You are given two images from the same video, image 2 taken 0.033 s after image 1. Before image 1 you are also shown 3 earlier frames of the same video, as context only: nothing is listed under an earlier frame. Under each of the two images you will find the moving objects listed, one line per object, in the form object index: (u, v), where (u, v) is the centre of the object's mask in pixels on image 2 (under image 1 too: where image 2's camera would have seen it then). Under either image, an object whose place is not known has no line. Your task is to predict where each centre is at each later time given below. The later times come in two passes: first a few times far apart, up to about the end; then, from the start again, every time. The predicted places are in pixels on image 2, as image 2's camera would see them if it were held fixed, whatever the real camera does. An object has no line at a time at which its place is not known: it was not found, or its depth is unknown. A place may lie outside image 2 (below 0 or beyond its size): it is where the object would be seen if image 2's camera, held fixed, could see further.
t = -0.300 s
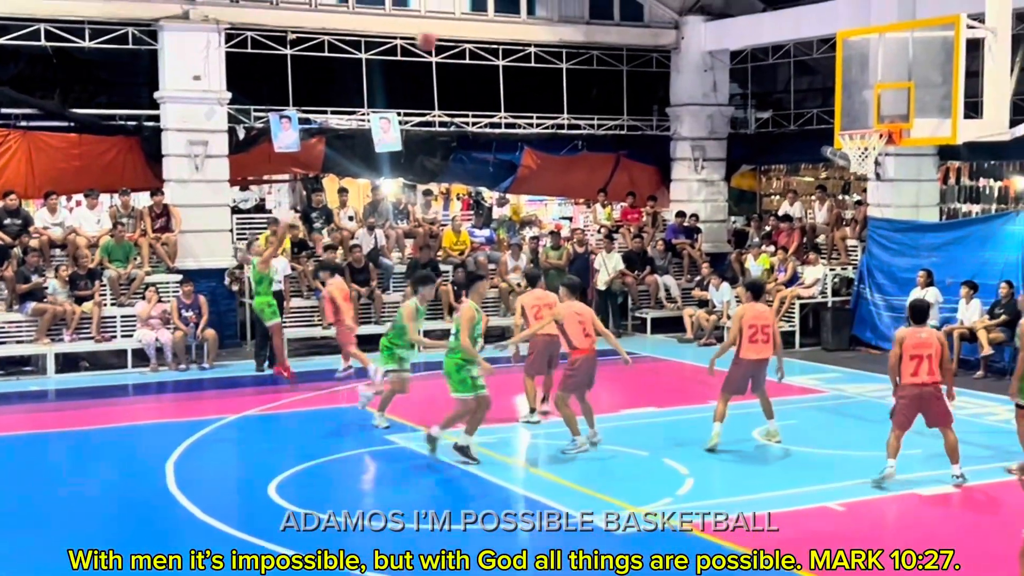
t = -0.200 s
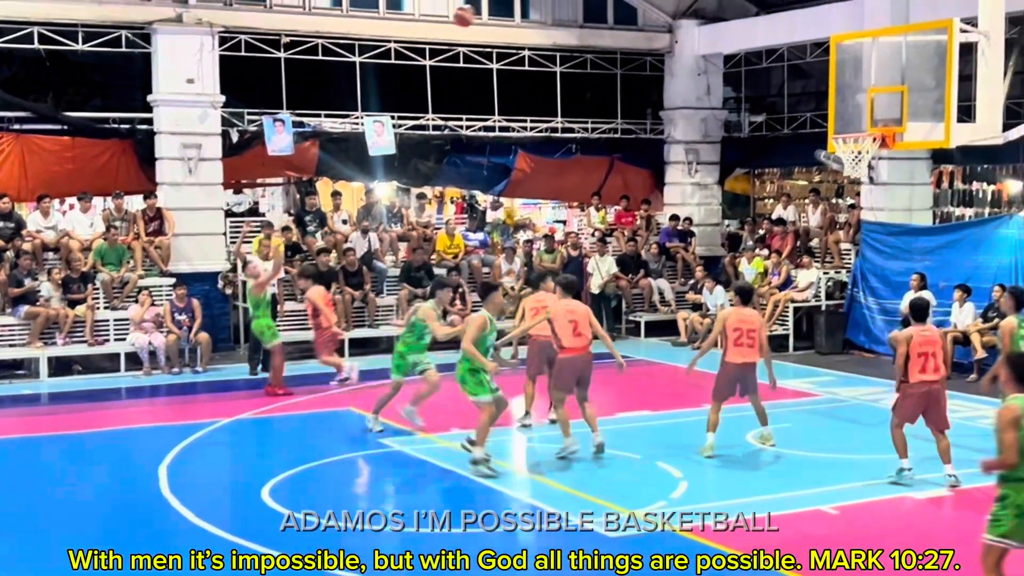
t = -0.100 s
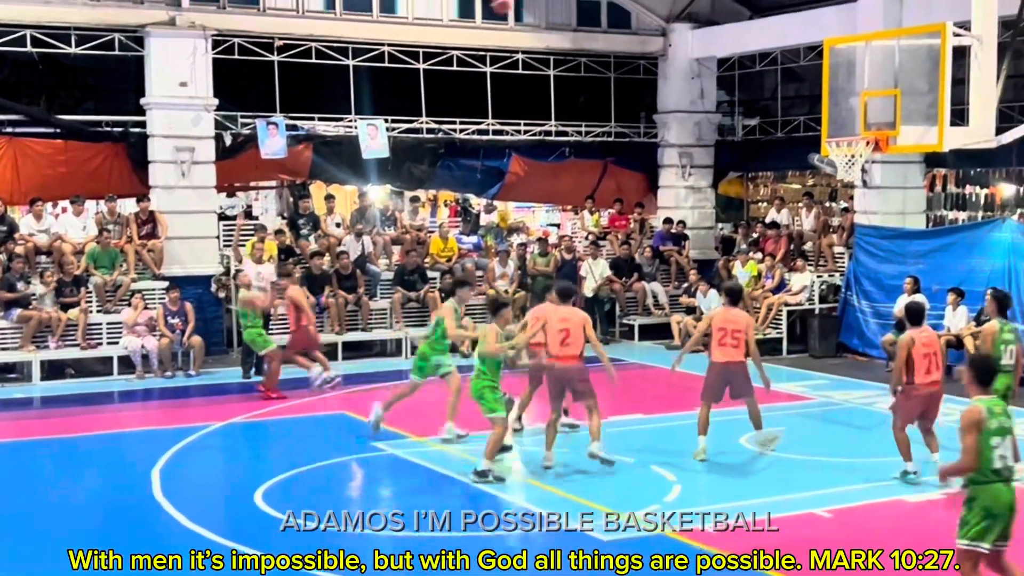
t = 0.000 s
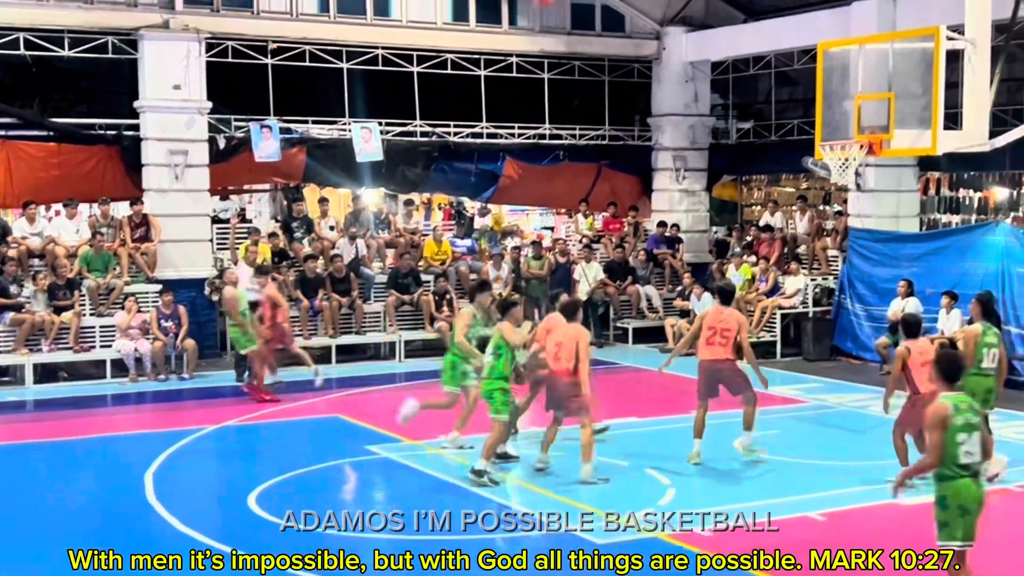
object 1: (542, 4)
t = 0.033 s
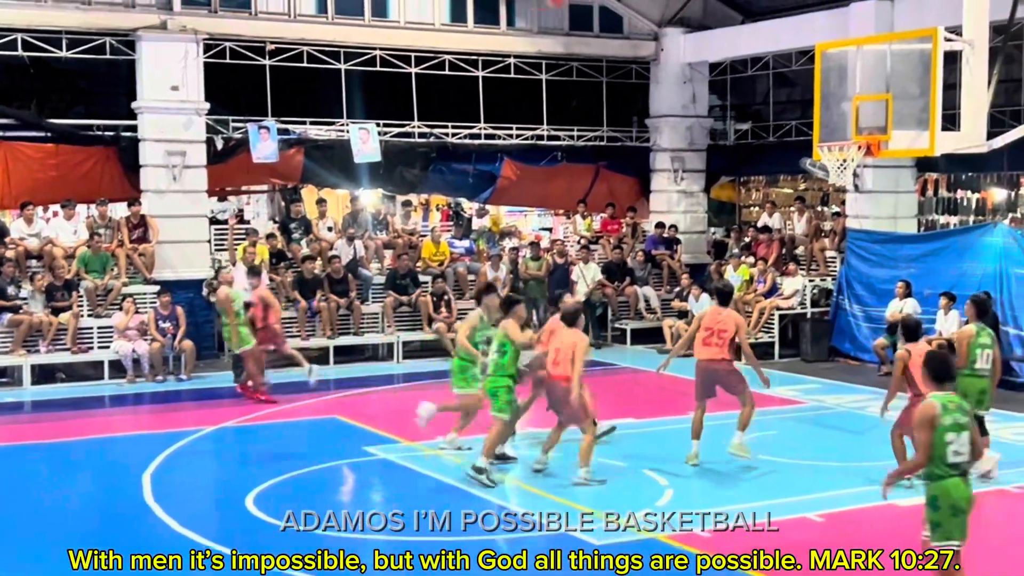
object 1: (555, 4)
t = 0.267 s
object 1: (666, 14)
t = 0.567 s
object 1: (812, 114)
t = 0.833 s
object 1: (873, 170)
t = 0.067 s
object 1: (573, 2)
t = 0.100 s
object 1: (587, 2)
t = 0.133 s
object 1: (604, 3)
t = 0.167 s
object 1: (619, 4)
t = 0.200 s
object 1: (635, 4)
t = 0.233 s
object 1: (650, 8)
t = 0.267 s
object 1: (666, 14)
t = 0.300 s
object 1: (682, 20)
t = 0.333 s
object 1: (697, 28)
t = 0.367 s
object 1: (713, 38)
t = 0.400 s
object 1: (731, 48)
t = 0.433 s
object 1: (748, 60)
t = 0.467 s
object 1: (763, 72)
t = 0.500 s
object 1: (779, 86)
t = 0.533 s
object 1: (796, 100)
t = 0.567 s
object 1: (812, 114)
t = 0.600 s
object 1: (830, 130)
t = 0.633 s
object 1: (843, 143)
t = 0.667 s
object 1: (862, 164)
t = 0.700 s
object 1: (867, 165)
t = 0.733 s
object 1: (868, 168)
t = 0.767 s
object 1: (870, 166)
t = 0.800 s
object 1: (871, 168)
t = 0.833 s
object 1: (873, 170)
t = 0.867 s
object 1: (876, 174)
